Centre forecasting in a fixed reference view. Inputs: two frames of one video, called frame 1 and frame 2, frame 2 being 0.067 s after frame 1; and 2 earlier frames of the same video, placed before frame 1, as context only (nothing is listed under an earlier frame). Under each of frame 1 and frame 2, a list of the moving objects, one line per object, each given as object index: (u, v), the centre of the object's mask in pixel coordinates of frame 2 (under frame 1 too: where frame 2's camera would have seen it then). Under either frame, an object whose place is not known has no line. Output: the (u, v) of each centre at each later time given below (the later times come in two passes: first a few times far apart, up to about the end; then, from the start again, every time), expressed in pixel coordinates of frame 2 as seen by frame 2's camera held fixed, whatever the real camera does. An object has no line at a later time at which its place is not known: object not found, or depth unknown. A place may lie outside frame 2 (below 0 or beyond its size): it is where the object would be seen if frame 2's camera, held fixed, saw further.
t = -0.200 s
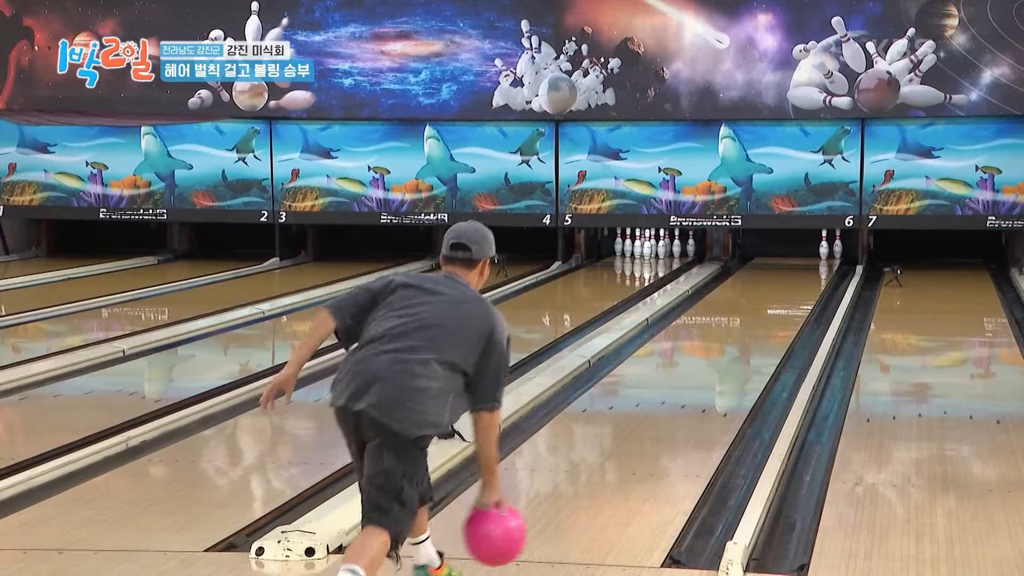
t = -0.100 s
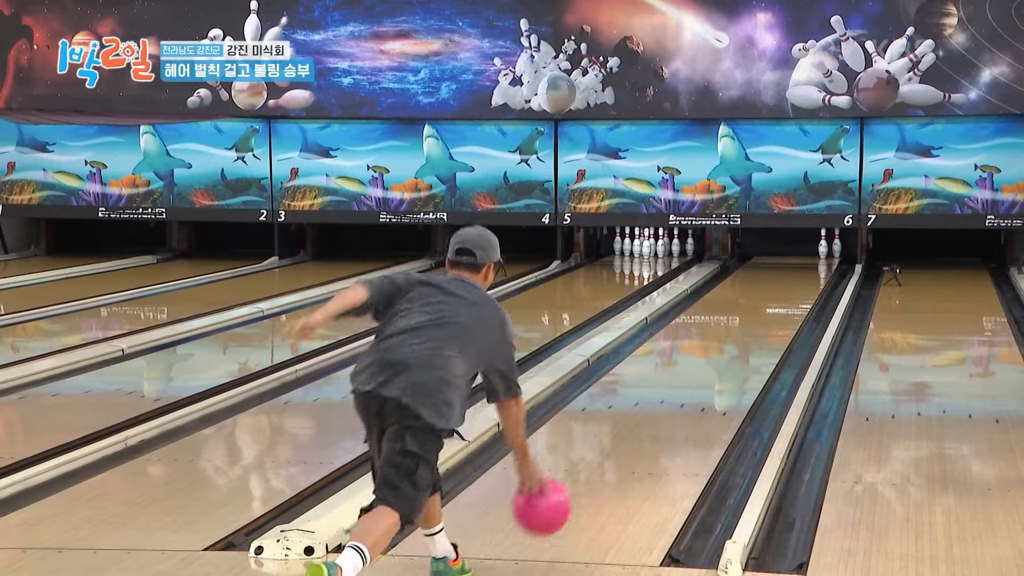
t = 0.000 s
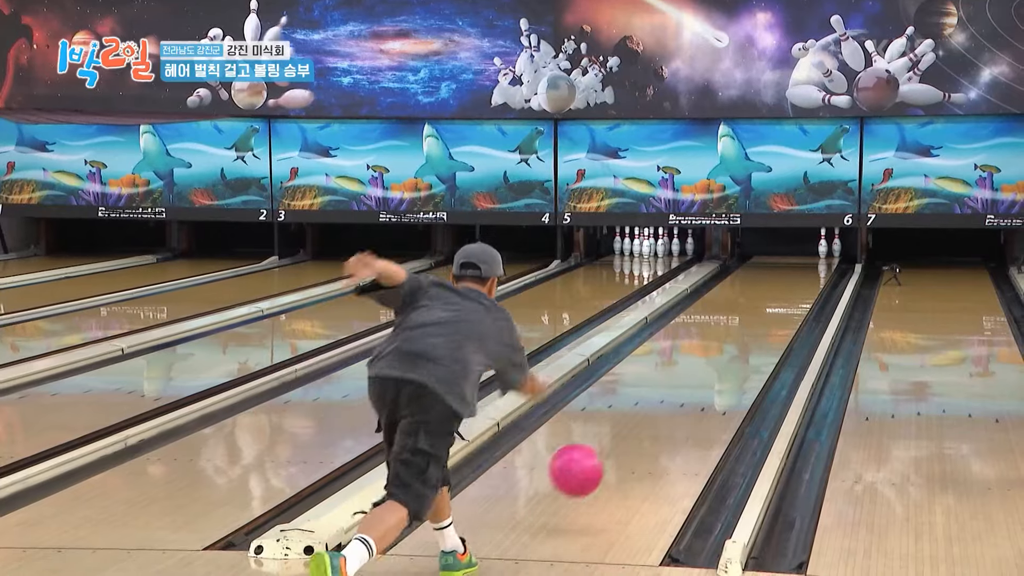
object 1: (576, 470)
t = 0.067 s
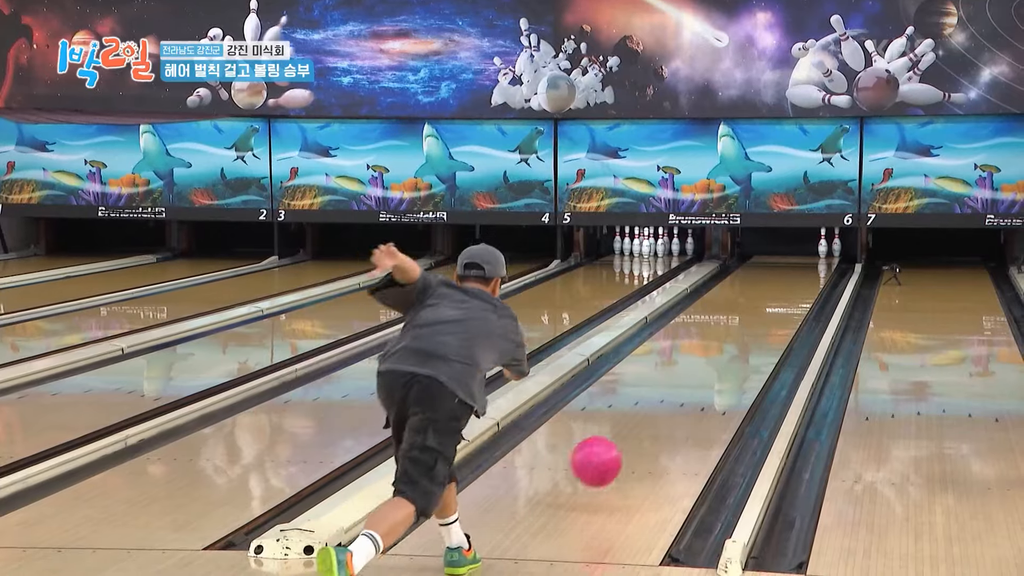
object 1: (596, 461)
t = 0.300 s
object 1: (652, 430)
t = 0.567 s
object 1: (698, 384)
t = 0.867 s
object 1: (735, 347)
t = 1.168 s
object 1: (764, 320)
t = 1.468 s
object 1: (785, 299)
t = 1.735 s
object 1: (800, 285)
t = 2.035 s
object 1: (815, 271)
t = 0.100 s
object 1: (605, 461)
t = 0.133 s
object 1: (614, 463)
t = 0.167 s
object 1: (622, 459)
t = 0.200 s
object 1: (630, 451)
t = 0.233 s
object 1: (638, 444)
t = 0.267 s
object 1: (645, 437)
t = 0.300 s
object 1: (652, 430)
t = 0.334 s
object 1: (659, 424)
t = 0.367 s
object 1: (665, 417)
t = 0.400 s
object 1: (671, 411)
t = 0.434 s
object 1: (677, 405)
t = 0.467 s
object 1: (682, 400)
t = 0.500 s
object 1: (688, 394)
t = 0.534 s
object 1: (693, 389)
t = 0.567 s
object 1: (698, 384)
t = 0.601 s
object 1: (703, 379)
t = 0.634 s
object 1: (708, 375)
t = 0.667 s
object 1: (712, 371)
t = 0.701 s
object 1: (716, 367)
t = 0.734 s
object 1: (720, 362)
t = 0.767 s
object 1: (724, 358)
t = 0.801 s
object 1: (728, 355)
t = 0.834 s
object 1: (732, 351)
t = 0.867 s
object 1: (735, 347)
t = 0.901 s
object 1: (739, 344)
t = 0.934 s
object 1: (742, 340)
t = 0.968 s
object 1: (746, 337)
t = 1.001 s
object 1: (749, 334)
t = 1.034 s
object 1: (752, 331)
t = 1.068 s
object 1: (755, 328)
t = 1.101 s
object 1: (758, 325)
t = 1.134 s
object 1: (761, 322)
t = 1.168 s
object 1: (764, 320)
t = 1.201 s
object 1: (766, 317)
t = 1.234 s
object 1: (769, 315)
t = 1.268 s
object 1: (771, 312)
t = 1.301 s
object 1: (774, 310)
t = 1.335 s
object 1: (776, 307)
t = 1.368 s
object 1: (778, 305)
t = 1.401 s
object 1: (781, 303)
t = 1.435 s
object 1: (783, 301)
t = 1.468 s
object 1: (785, 299)
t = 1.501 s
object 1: (787, 297)
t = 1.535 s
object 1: (789, 295)
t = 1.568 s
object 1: (791, 293)
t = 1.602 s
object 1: (793, 291)
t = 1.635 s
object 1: (795, 290)
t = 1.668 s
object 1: (797, 288)
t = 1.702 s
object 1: (799, 286)
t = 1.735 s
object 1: (800, 285)
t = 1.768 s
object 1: (802, 283)
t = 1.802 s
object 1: (804, 281)
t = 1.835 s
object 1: (806, 279)
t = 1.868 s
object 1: (807, 278)
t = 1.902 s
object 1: (809, 276)
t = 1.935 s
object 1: (810, 275)
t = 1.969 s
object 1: (812, 274)
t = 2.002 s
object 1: (813, 272)
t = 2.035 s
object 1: (815, 271)
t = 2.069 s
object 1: (816, 269)
